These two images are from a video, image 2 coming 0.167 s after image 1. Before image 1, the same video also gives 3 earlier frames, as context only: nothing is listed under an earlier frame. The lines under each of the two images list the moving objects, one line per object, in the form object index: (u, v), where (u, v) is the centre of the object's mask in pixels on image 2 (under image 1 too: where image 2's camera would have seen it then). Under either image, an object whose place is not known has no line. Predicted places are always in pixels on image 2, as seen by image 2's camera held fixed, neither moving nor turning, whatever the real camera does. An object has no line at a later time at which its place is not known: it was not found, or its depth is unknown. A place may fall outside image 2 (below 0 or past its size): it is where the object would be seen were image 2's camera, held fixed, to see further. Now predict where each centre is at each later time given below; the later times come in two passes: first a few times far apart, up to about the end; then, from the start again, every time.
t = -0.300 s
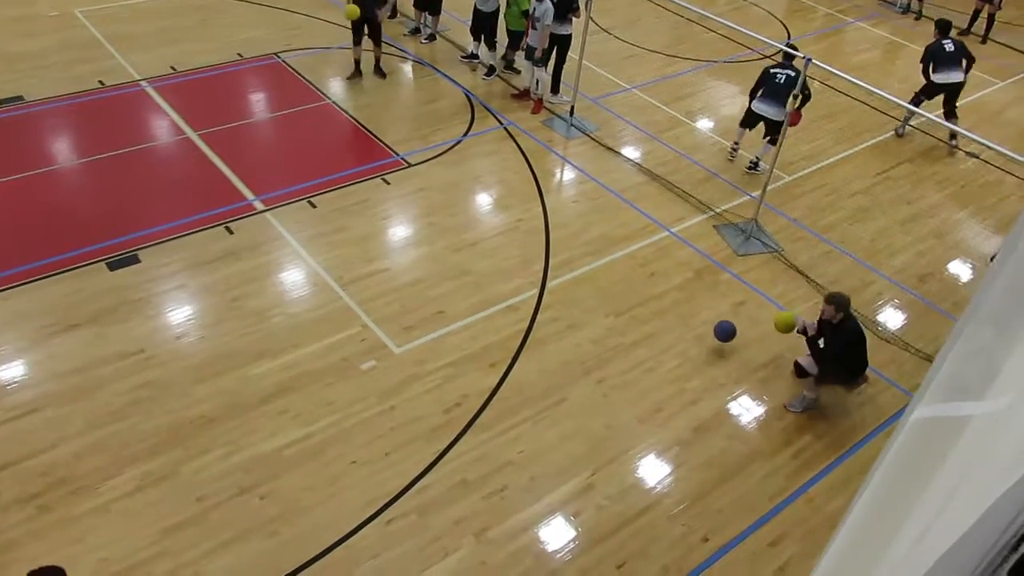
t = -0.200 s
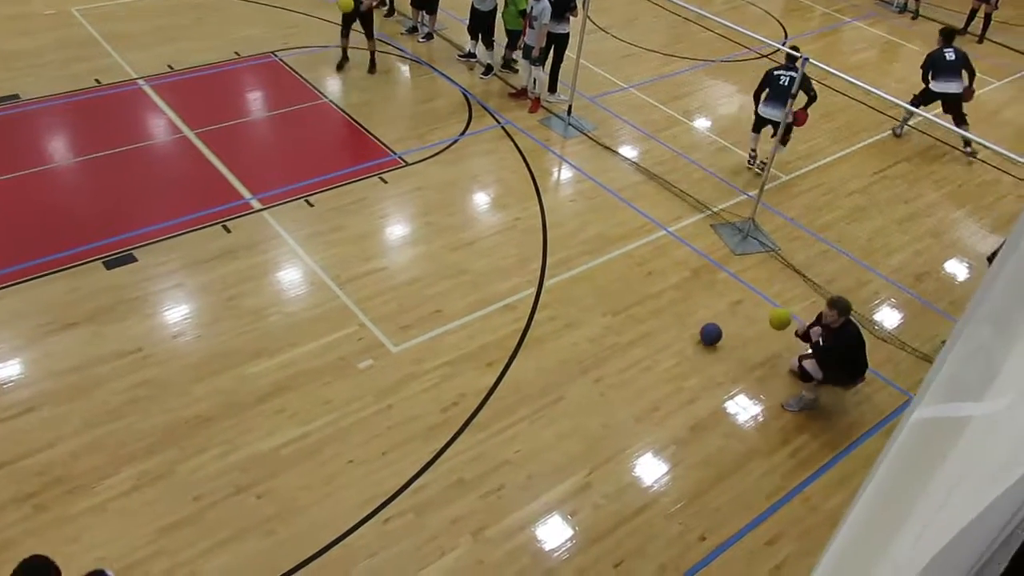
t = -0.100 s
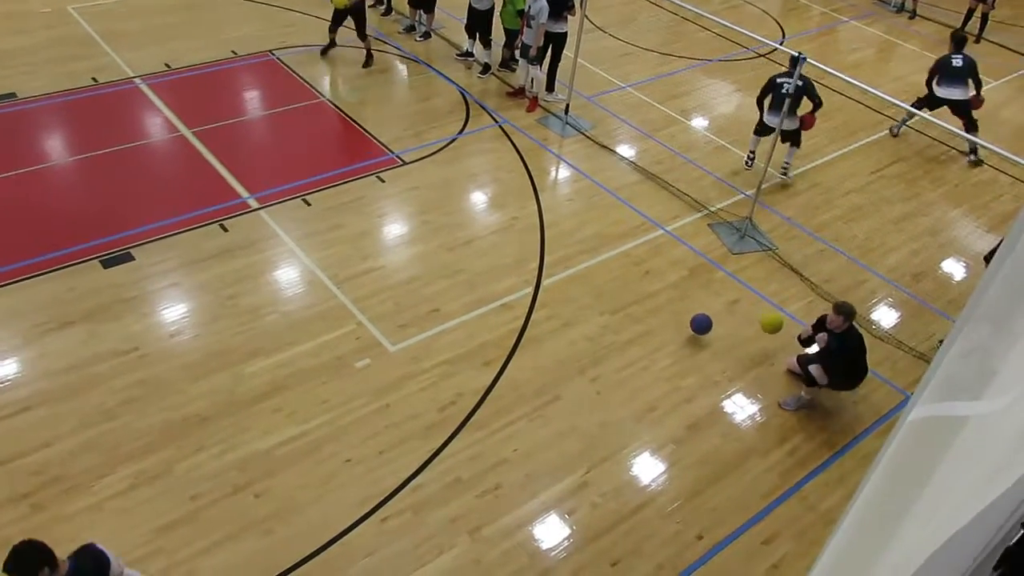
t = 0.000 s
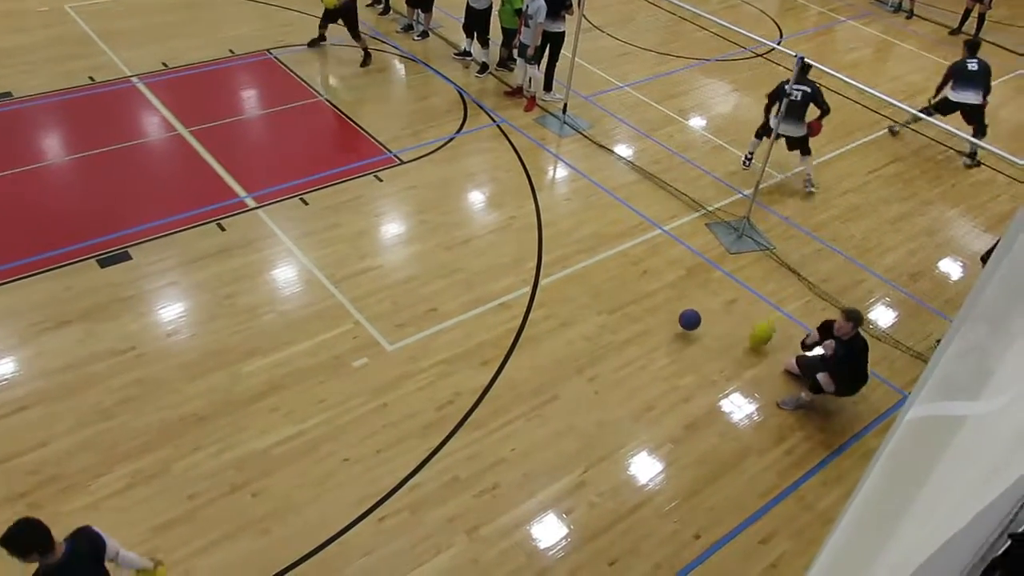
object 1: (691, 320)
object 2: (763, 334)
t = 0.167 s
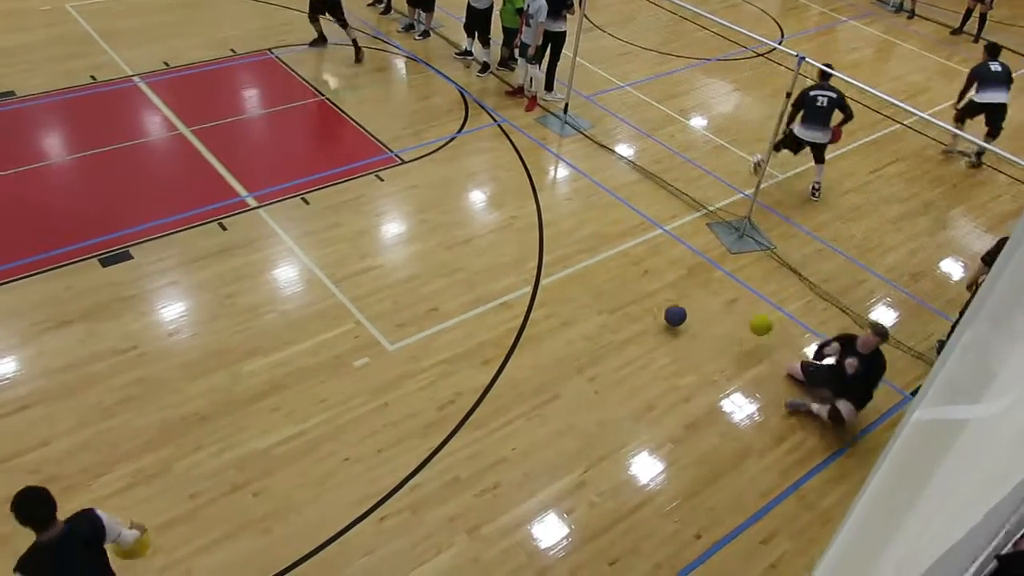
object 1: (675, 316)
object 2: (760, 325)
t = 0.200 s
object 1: (672, 314)
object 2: (760, 324)
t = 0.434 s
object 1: (652, 307)
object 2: (749, 336)
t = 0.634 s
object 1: (635, 302)
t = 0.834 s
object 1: (618, 297)
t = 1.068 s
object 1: (599, 292)
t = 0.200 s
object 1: (672, 314)
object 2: (760, 324)
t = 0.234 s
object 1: (669, 313)
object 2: (759, 323)
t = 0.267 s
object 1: (666, 312)
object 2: (759, 322)
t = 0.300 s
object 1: (663, 313)
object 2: (758, 323)
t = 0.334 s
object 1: (659, 314)
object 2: (757, 324)
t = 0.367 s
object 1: (657, 311)
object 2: (755, 327)
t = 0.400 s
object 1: (654, 308)
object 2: (752, 330)
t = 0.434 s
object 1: (652, 307)
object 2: (749, 336)
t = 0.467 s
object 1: (649, 306)
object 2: (748, 337)
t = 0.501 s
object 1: (646, 307)
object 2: (748, 334)
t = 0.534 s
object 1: (642, 308)
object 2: (749, 330)
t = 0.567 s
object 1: (640, 306)
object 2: (749, 329)
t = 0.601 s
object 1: (638, 304)
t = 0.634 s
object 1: (635, 302)
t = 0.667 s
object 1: (632, 301)
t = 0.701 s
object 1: (630, 301)
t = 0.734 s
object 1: (626, 302)
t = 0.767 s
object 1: (624, 300)
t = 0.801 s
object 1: (621, 298)
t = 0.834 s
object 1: (618, 297)
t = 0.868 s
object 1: (615, 297)
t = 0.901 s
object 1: (612, 297)
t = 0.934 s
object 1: (610, 296)
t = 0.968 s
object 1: (607, 294)
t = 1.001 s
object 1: (604, 293)
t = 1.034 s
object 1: (602, 293)
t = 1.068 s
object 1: (599, 292)
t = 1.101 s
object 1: (596, 291)
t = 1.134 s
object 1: (594, 290)
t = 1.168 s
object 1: (591, 289)
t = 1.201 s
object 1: (589, 289)
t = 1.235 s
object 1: (586, 288)
